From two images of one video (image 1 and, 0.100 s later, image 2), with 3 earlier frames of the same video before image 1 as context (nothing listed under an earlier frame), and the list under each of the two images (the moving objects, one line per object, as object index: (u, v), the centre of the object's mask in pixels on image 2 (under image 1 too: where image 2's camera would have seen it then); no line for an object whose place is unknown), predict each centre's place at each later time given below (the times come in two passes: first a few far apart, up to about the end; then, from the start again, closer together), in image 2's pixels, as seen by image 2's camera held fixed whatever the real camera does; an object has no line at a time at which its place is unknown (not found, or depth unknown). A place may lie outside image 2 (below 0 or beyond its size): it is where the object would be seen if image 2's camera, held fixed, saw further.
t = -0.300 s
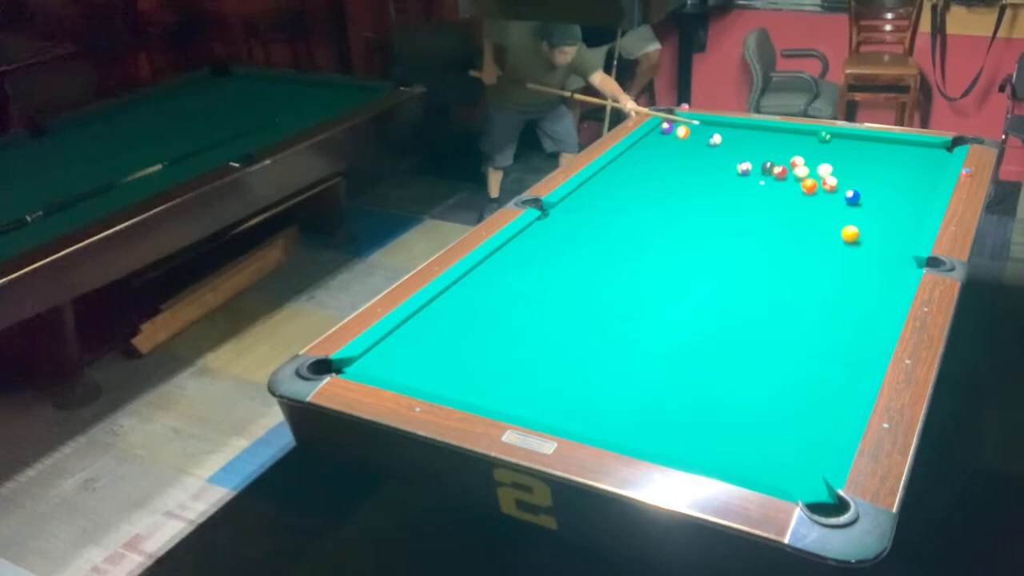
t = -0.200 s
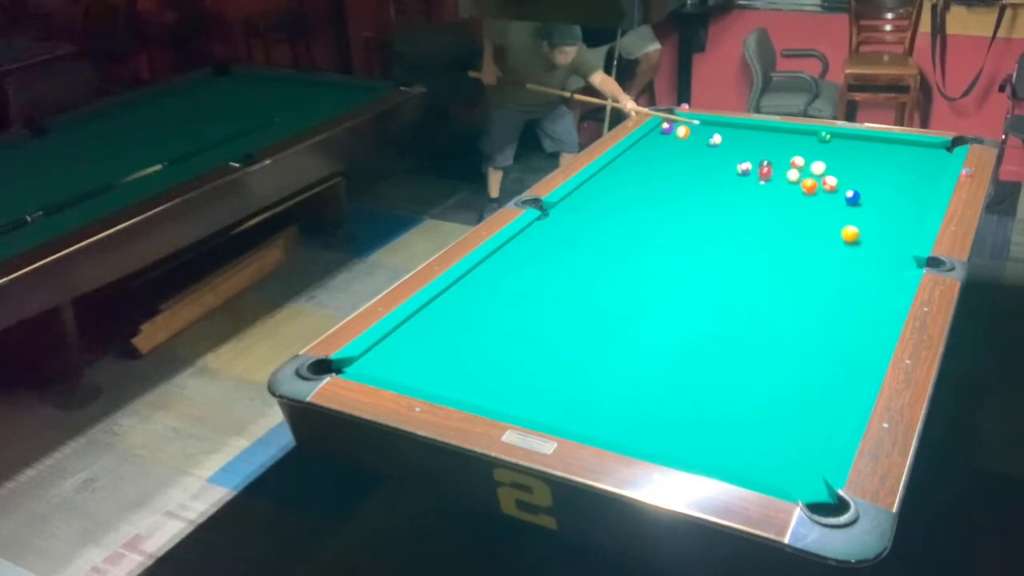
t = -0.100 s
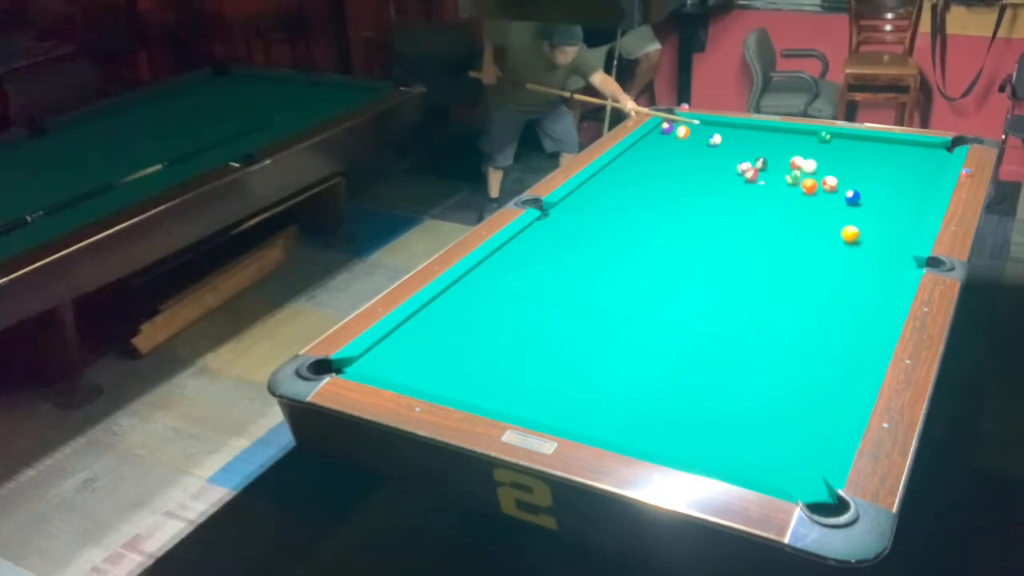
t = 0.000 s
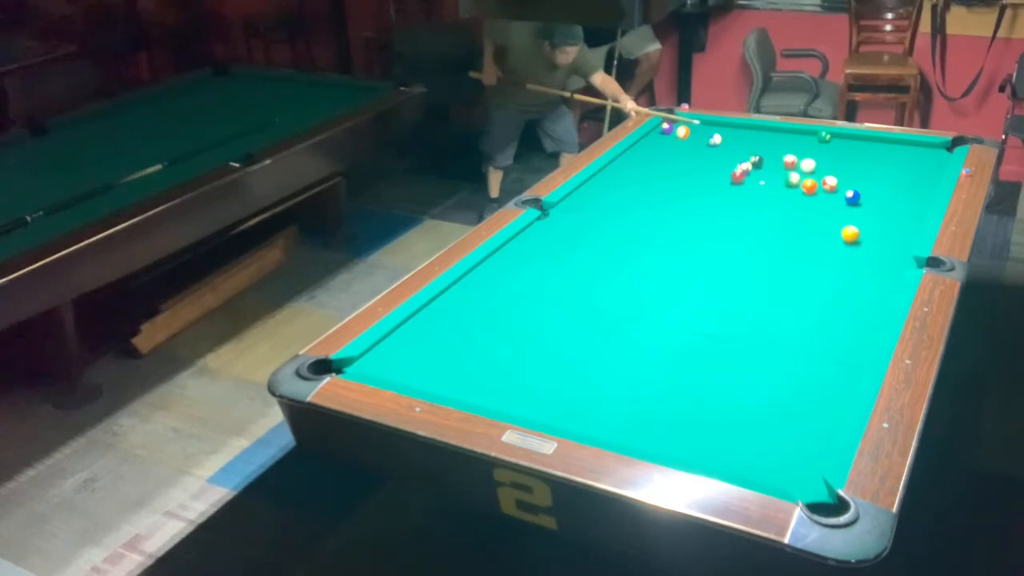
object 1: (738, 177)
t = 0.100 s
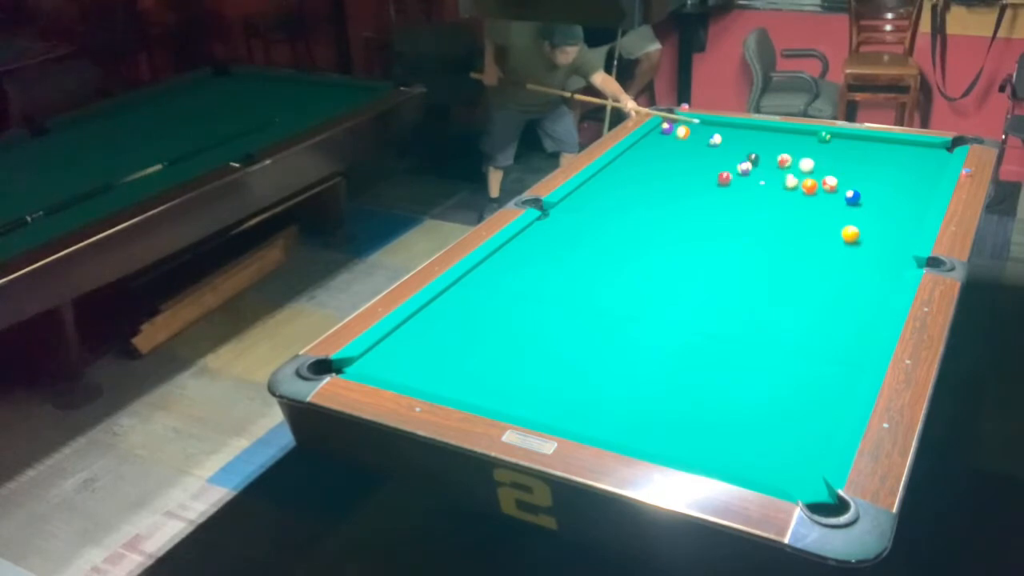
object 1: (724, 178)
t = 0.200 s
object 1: (711, 179)
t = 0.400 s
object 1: (685, 182)
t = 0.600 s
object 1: (660, 186)
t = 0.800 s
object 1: (635, 188)
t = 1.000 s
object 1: (612, 191)
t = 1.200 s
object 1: (589, 193)
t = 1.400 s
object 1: (575, 196)
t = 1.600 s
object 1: (580, 201)
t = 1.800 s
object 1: (584, 205)
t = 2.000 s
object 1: (589, 210)
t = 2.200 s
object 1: (593, 213)
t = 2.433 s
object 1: (598, 218)
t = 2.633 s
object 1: (602, 221)
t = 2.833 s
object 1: (605, 224)
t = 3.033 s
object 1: (608, 227)
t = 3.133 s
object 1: (611, 228)
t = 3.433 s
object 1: (613, 231)
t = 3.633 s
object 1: (616, 234)
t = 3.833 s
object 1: (618, 235)
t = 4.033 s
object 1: (619, 236)
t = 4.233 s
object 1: (621, 237)
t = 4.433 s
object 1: (621, 238)
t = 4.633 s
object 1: (621, 238)
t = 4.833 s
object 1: (622, 238)
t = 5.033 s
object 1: (622, 238)
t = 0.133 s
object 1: (720, 178)
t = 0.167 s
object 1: (716, 179)
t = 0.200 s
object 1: (711, 179)
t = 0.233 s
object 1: (707, 180)
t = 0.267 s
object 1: (703, 181)
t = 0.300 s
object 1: (698, 180)
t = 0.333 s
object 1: (694, 181)
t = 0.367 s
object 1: (690, 182)
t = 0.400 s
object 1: (685, 182)
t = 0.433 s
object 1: (681, 183)
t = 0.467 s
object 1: (677, 183)
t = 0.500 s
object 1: (673, 184)
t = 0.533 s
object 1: (668, 185)
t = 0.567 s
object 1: (664, 185)
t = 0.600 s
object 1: (660, 186)
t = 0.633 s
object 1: (656, 185)
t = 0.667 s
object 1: (652, 186)
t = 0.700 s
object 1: (647, 187)
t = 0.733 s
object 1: (643, 187)
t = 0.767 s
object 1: (640, 188)
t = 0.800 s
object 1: (635, 188)
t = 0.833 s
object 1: (631, 189)
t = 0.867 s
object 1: (627, 189)
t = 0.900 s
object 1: (624, 190)
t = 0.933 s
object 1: (620, 190)
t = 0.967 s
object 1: (616, 190)
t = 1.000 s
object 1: (612, 191)
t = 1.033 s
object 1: (608, 191)
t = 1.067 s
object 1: (604, 192)
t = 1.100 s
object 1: (600, 192)
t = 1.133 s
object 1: (597, 193)
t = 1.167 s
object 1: (593, 193)
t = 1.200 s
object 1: (589, 193)
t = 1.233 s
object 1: (585, 194)
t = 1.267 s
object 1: (581, 194)
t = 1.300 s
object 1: (578, 195)
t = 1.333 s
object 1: (574, 195)
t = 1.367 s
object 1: (575, 196)
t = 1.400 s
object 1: (575, 196)
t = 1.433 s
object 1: (576, 197)
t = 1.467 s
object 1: (577, 198)
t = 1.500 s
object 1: (577, 199)
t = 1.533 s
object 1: (578, 199)
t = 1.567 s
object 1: (579, 200)
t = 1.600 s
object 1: (580, 201)
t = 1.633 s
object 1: (581, 202)
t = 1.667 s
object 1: (582, 202)
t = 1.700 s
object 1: (582, 203)
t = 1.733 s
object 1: (583, 204)
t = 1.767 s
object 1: (584, 205)
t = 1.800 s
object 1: (584, 205)
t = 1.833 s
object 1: (585, 206)
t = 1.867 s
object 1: (586, 207)
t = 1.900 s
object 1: (587, 207)
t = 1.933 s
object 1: (588, 208)
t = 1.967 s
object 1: (589, 209)
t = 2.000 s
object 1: (589, 210)
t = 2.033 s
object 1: (590, 210)
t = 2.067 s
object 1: (591, 211)
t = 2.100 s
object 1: (591, 212)
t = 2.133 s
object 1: (592, 212)
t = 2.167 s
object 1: (593, 213)
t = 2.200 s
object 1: (593, 213)
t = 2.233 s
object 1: (594, 214)
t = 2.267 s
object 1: (595, 215)
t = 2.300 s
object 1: (596, 215)
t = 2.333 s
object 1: (596, 216)
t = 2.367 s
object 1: (597, 216)
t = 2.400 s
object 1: (598, 217)
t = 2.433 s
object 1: (598, 218)
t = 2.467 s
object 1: (599, 218)
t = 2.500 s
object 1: (599, 219)
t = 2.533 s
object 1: (600, 220)
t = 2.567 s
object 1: (601, 220)
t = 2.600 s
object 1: (601, 221)
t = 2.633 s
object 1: (602, 221)
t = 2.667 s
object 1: (602, 222)
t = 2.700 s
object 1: (603, 222)
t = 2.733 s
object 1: (603, 222)
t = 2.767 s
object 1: (604, 223)
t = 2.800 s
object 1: (605, 223)
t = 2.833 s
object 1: (605, 224)
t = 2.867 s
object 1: (606, 225)
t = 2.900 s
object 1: (606, 225)
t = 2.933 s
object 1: (607, 226)
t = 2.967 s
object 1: (607, 226)
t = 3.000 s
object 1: (608, 227)
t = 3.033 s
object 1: (608, 227)
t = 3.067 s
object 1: (609, 228)
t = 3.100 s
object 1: (609, 228)
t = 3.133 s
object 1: (611, 228)
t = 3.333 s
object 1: (612, 230)
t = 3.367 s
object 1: (612, 230)
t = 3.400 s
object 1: (613, 231)
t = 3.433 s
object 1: (613, 231)
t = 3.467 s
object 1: (614, 231)
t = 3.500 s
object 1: (614, 232)
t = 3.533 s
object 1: (615, 233)
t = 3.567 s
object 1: (615, 233)
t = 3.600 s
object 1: (615, 233)
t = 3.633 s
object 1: (616, 234)
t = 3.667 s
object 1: (616, 234)
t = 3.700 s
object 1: (617, 234)
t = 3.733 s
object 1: (617, 234)
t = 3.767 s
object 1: (617, 235)
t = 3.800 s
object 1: (617, 235)
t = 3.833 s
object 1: (618, 235)
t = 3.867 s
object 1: (618, 236)
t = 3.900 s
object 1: (618, 236)
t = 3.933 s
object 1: (619, 236)
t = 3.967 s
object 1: (619, 236)
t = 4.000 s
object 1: (619, 236)
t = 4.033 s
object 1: (619, 236)
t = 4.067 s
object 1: (620, 237)
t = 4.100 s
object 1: (620, 237)
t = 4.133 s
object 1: (620, 237)
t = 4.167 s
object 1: (620, 237)
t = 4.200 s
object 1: (620, 237)
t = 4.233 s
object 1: (621, 237)
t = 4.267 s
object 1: (621, 238)
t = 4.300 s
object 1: (621, 237)
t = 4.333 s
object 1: (621, 237)
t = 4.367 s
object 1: (621, 238)
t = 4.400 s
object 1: (621, 238)
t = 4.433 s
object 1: (621, 238)
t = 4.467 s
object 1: (621, 238)
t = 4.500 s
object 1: (621, 238)
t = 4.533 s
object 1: (621, 238)
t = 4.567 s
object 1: (621, 238)
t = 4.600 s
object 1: (621, 238)
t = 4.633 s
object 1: (621, 238)
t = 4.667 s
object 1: (621, 238)
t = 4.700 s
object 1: (621, 238)
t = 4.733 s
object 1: (621, 238)
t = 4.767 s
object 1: (622, 238)
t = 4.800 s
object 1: (622, 238)
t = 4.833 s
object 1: (622, 238)
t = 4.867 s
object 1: (622, 238)
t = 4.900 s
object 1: (621, 238)
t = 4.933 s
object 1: (621, 238)
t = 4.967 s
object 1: (621, 238)
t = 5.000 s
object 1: (621, 238)
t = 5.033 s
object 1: (622, 238)
